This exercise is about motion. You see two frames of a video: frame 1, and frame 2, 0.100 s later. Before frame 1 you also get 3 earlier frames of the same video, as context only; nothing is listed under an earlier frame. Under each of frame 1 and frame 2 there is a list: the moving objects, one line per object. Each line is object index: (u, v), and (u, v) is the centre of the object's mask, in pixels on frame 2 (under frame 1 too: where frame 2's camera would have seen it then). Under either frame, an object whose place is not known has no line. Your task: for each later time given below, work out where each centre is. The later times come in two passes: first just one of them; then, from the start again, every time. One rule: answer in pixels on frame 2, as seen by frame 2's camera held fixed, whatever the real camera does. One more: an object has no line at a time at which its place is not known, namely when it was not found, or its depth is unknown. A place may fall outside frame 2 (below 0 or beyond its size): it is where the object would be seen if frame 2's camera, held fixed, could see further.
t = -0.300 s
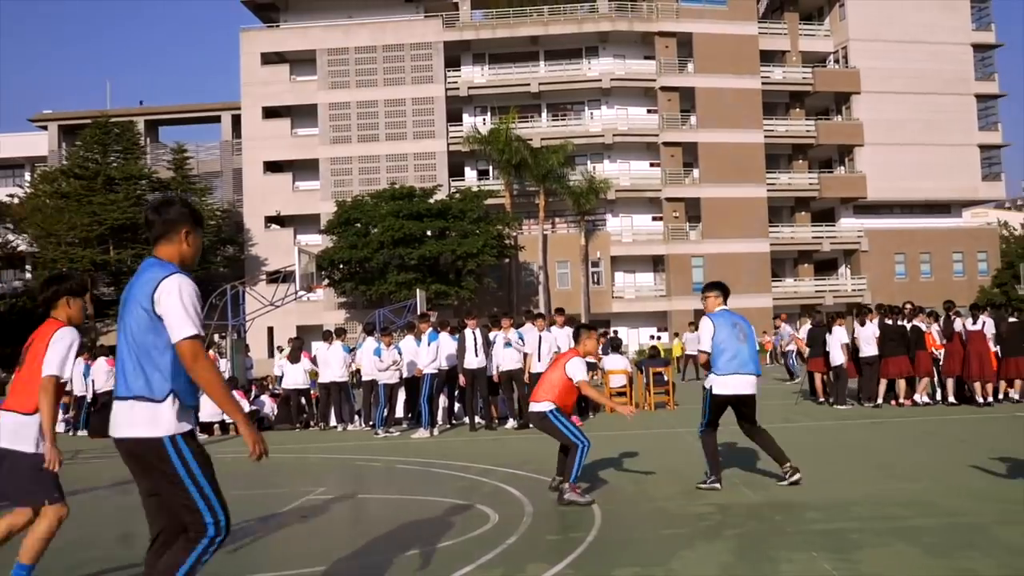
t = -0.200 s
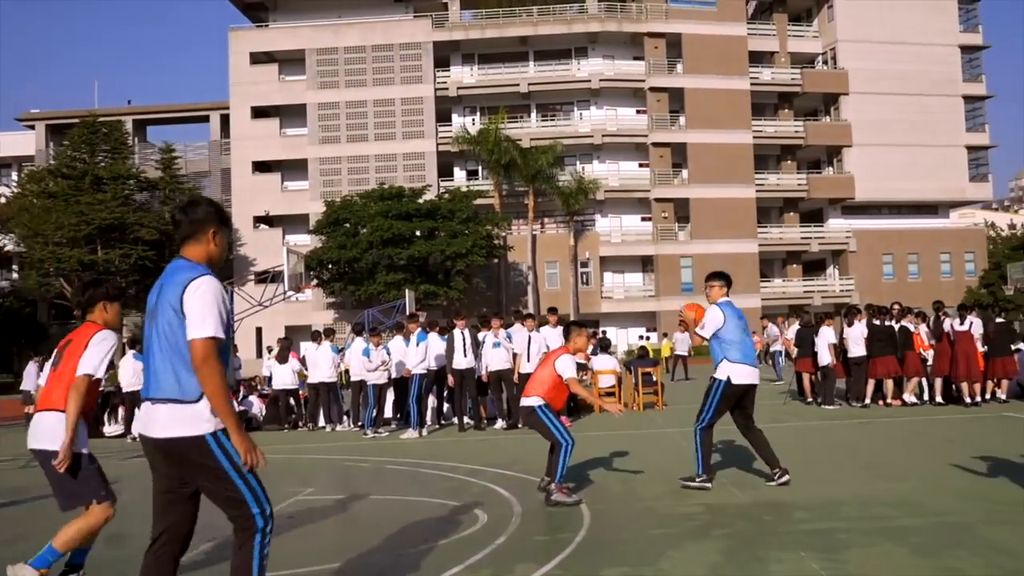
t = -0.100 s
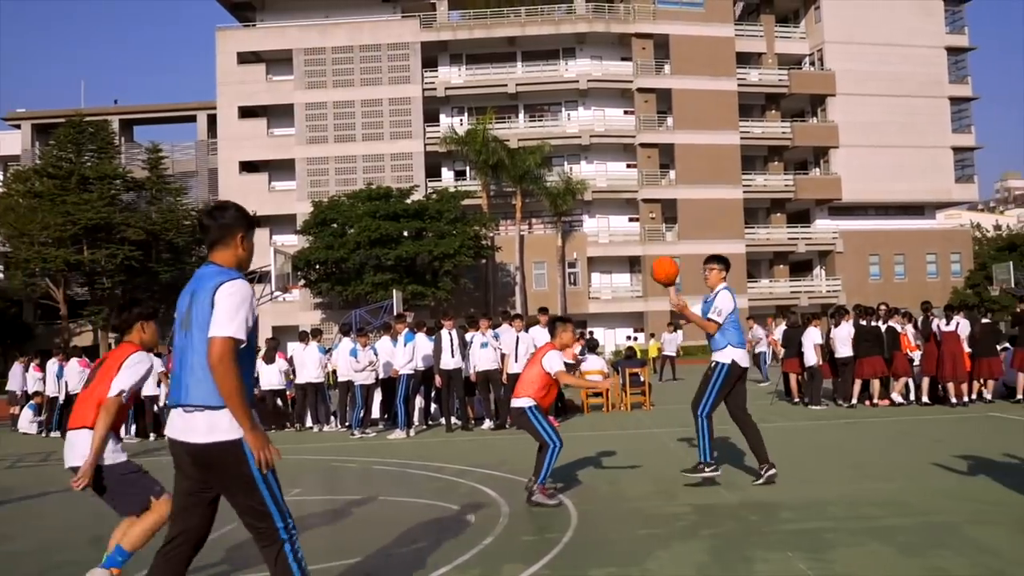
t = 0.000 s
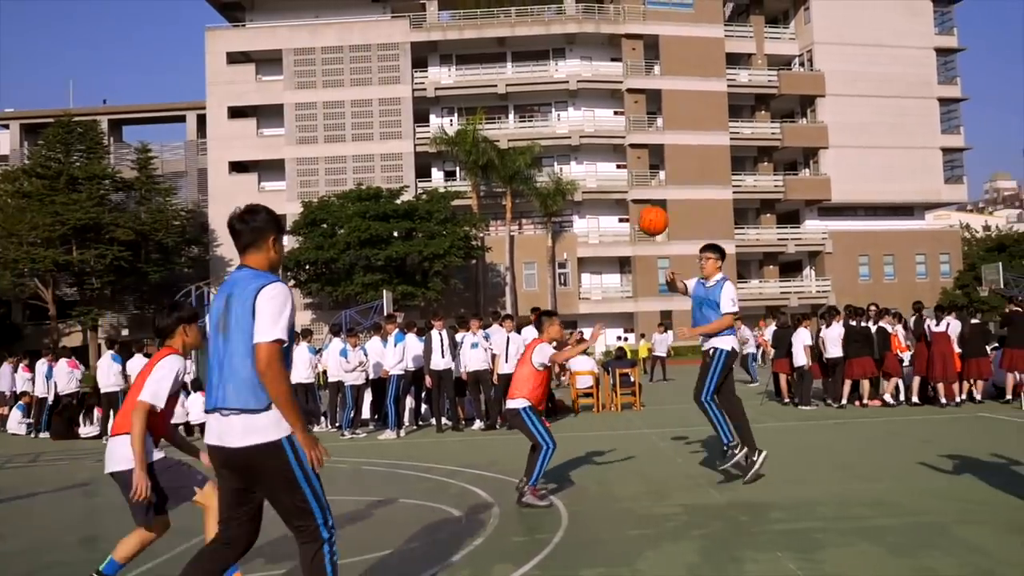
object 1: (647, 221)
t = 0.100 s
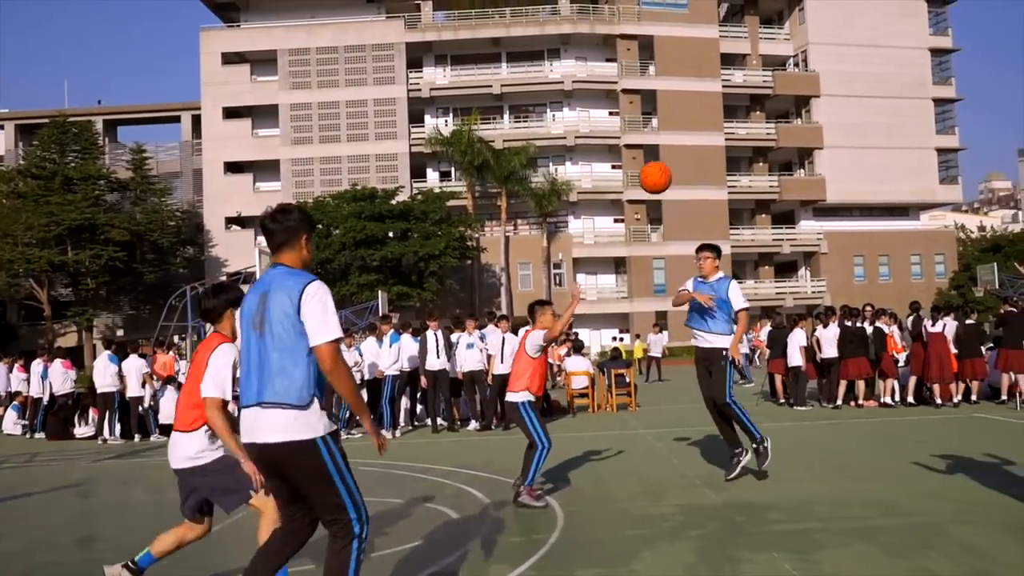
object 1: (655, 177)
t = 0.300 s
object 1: (675, 112)
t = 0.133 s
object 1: (657, 164)
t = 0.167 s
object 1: (660, 152)
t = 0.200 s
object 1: (663, 140)
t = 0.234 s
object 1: (666, 130)
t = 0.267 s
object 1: (671, 121)
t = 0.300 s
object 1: (675, 112)
